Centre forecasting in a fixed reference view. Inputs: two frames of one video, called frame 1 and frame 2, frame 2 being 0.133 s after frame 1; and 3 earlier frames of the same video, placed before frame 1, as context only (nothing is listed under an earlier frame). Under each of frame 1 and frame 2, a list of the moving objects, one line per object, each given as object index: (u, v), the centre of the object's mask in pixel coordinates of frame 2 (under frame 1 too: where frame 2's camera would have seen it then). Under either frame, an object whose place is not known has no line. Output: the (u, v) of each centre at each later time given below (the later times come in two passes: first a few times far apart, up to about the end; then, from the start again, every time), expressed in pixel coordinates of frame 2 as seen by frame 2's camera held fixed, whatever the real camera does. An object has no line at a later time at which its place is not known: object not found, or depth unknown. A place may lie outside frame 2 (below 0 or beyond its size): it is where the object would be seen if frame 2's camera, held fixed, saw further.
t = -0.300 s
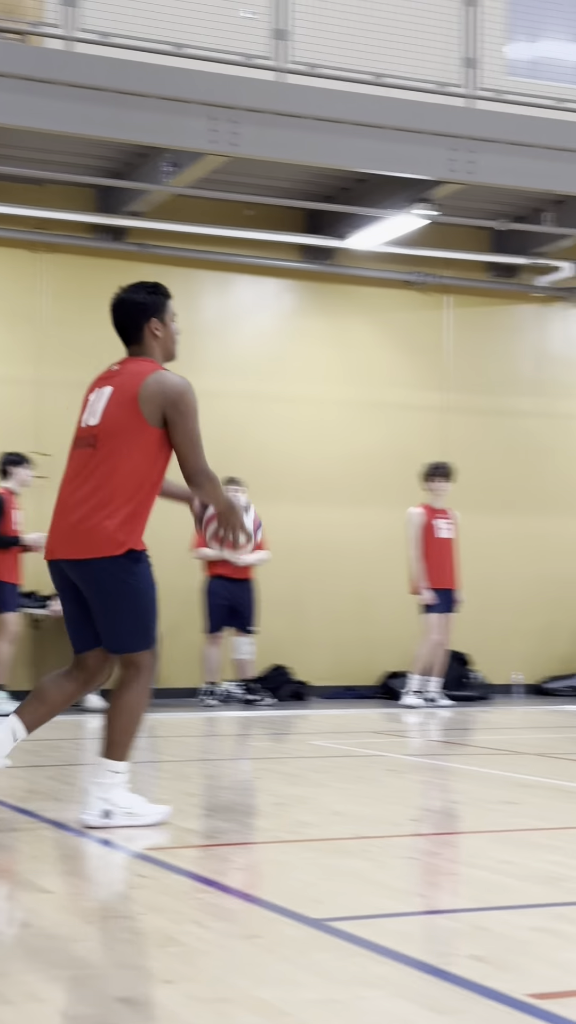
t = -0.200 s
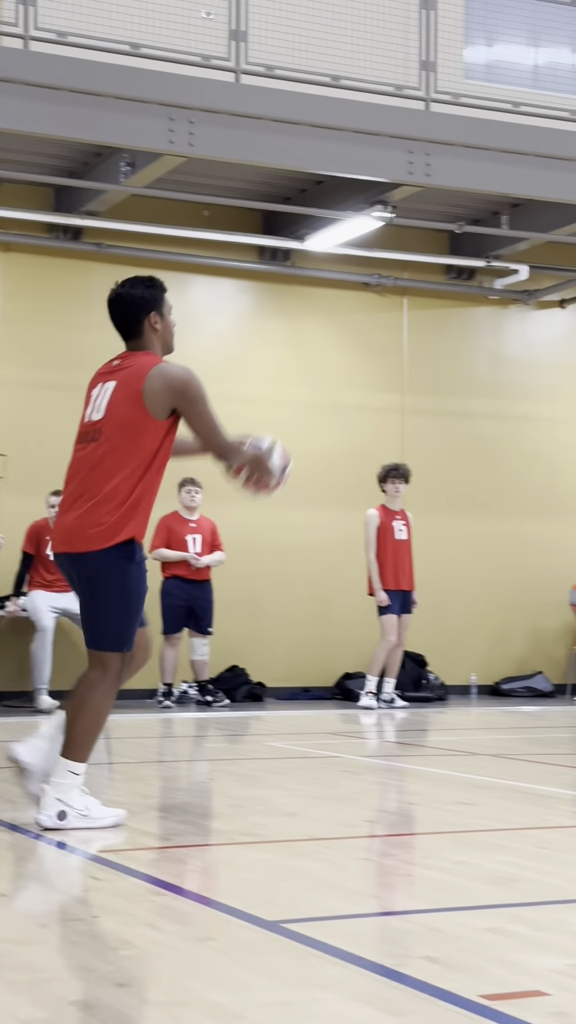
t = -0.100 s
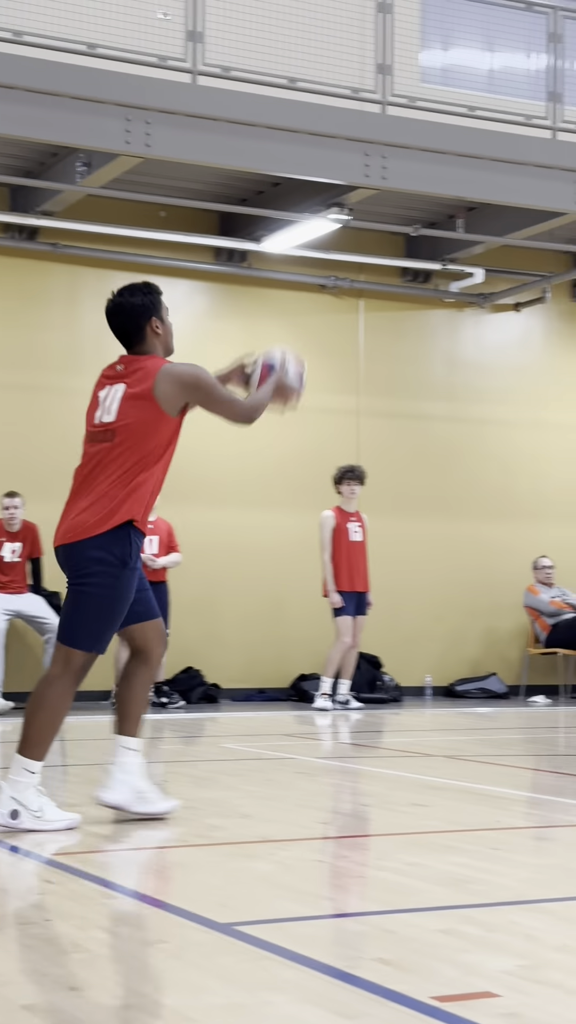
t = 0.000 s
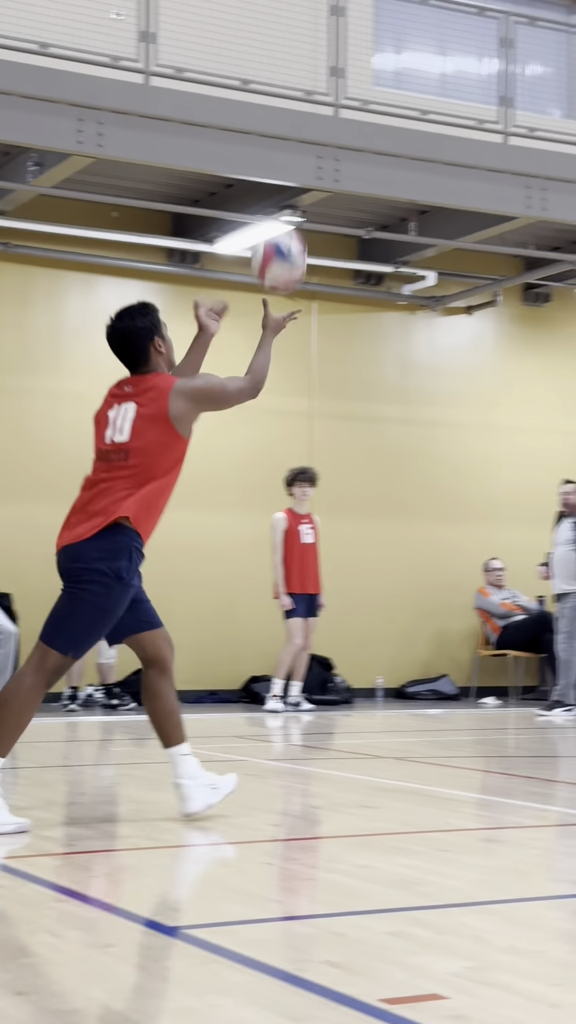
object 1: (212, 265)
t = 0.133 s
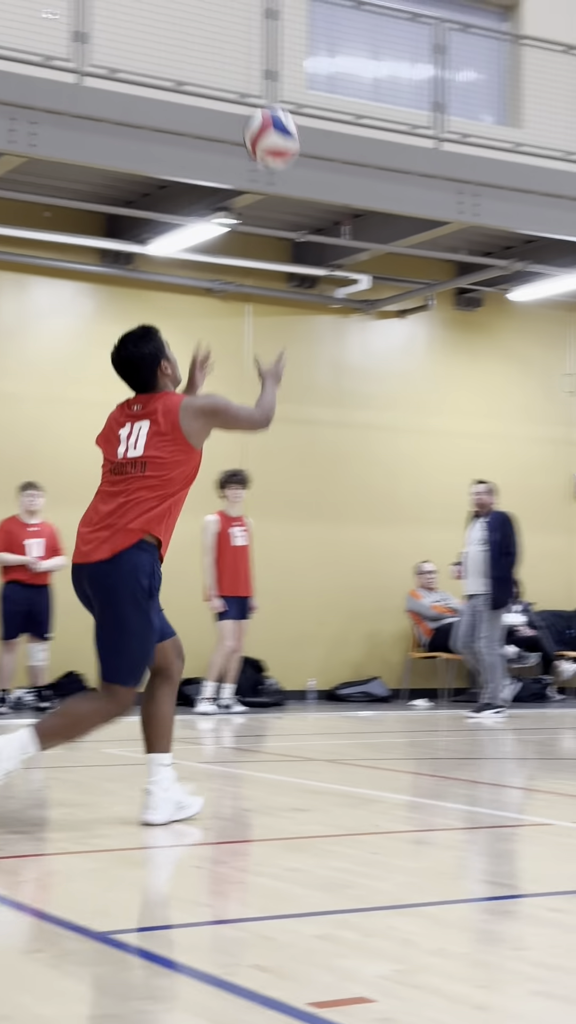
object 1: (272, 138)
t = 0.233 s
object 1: (313, 78)
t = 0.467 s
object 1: (406, 44)
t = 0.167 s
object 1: (286, 115)
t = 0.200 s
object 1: (300, 94)
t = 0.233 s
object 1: (313, 78)
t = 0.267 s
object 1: (327, 64)
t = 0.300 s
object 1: (341, 54)
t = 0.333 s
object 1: (354, 47)
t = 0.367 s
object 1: (368, 42)
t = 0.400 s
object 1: (381, 40)
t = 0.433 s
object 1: (394, 41)
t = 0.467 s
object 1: (406, 44)
